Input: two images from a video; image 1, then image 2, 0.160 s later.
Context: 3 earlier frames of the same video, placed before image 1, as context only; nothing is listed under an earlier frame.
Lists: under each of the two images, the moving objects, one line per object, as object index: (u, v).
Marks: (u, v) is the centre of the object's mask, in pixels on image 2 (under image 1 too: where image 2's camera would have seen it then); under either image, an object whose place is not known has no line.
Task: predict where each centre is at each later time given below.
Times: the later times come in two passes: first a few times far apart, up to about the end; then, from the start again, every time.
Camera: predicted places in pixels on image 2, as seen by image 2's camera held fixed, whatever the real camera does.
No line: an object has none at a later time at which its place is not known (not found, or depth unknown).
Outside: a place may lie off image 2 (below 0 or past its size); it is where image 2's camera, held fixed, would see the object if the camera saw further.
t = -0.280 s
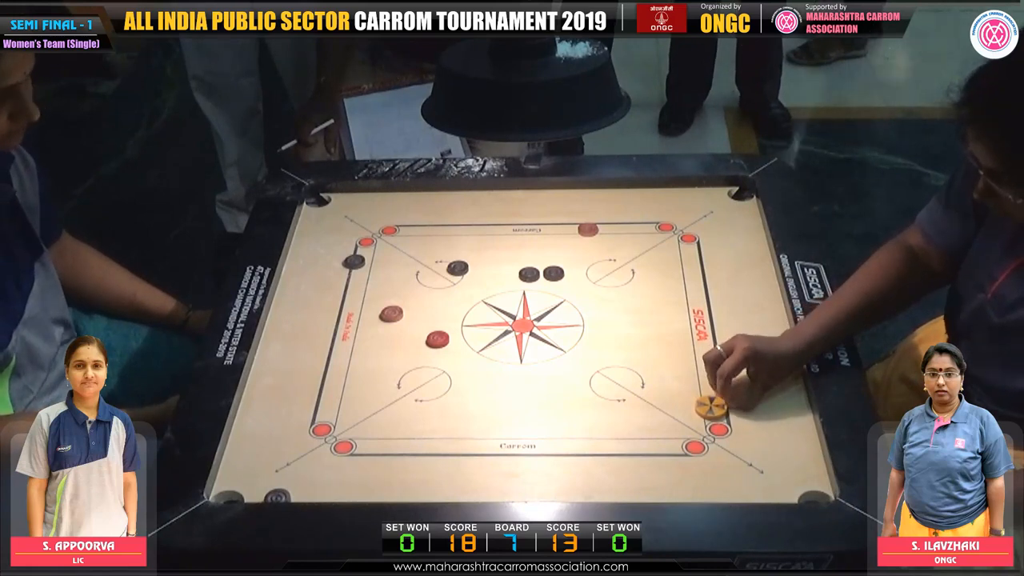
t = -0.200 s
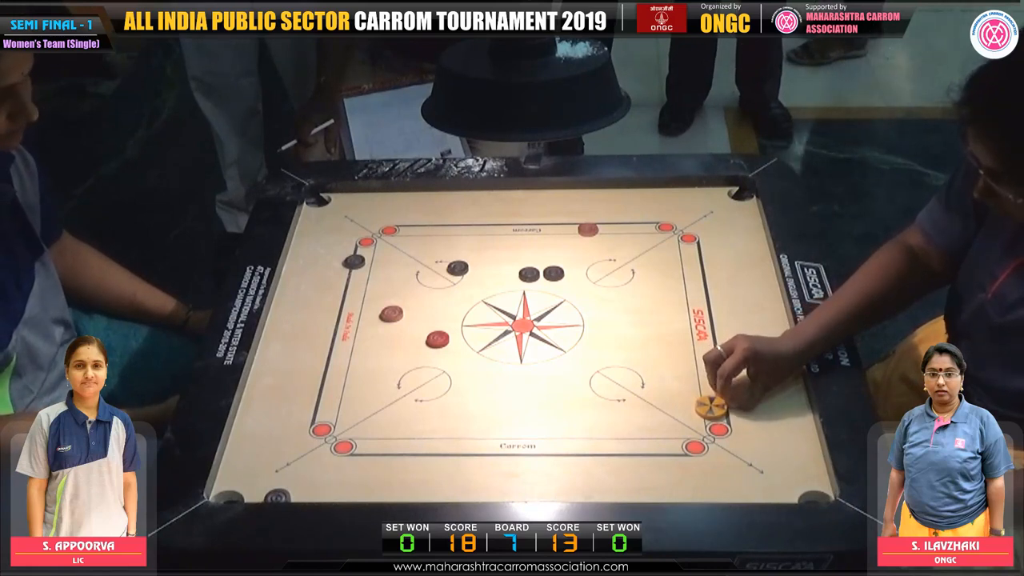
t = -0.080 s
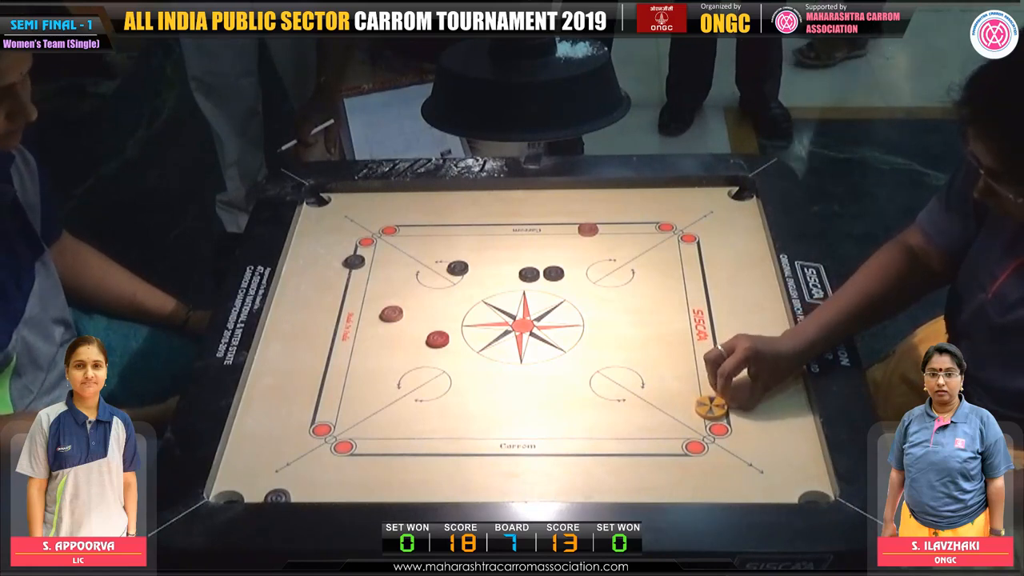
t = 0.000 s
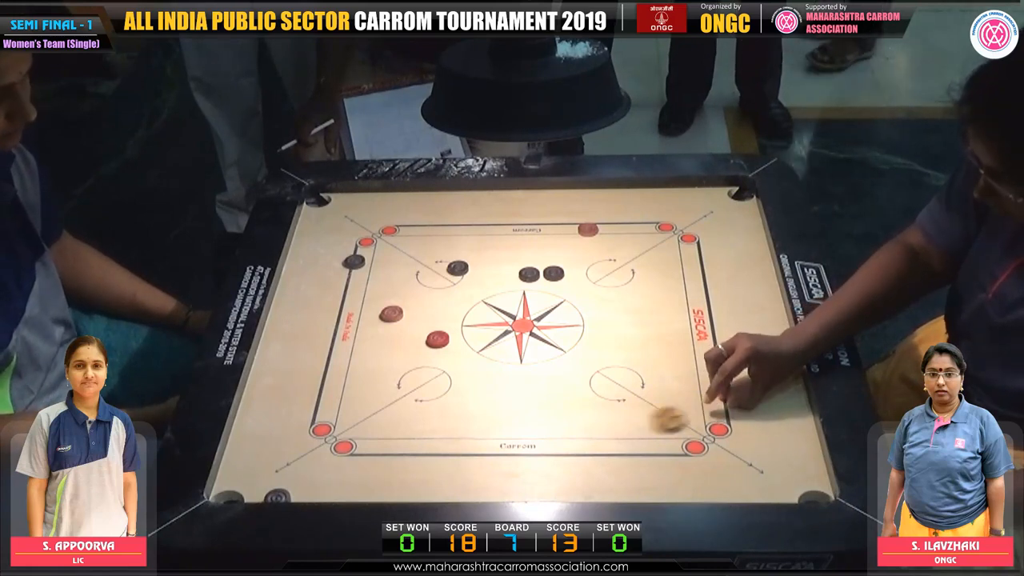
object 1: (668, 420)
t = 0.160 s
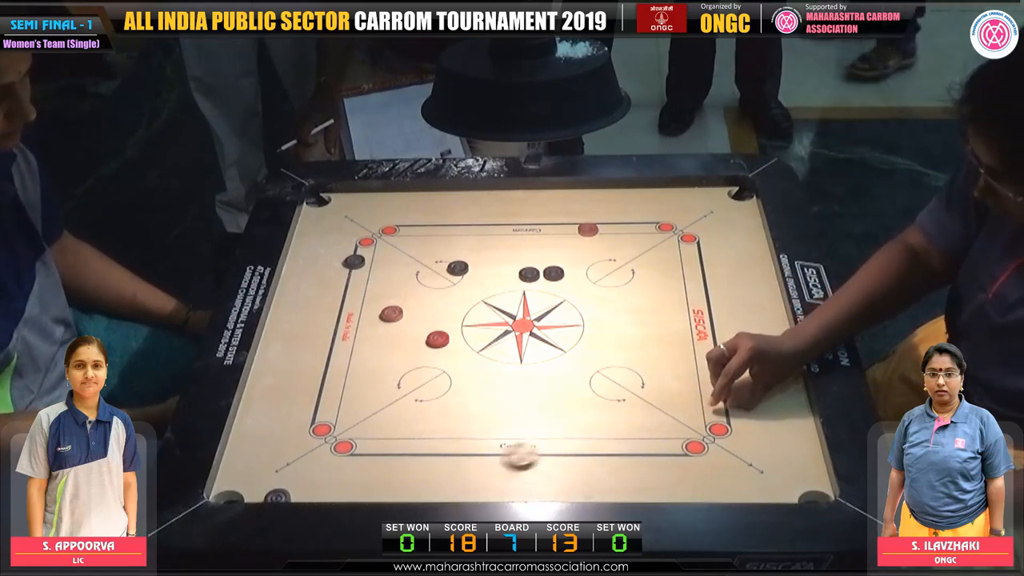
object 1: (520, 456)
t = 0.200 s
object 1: (484, 465)
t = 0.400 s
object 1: (324, 494)
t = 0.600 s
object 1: (268, 484)
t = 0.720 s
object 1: (254, 477)
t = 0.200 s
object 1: (484, 465)
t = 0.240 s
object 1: (450, 473)
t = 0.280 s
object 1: (417, 480)
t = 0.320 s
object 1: (385, 486)
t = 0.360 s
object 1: (353, 491)
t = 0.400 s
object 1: (324, 494)
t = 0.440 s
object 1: (303, 494)
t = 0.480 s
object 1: (292, 493)
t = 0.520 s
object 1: (282, 491)
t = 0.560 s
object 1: (274, 488)
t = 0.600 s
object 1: (268, 484)
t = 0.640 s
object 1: (262, 482)
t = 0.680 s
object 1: (258, 479)
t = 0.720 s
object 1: (254, 477)
